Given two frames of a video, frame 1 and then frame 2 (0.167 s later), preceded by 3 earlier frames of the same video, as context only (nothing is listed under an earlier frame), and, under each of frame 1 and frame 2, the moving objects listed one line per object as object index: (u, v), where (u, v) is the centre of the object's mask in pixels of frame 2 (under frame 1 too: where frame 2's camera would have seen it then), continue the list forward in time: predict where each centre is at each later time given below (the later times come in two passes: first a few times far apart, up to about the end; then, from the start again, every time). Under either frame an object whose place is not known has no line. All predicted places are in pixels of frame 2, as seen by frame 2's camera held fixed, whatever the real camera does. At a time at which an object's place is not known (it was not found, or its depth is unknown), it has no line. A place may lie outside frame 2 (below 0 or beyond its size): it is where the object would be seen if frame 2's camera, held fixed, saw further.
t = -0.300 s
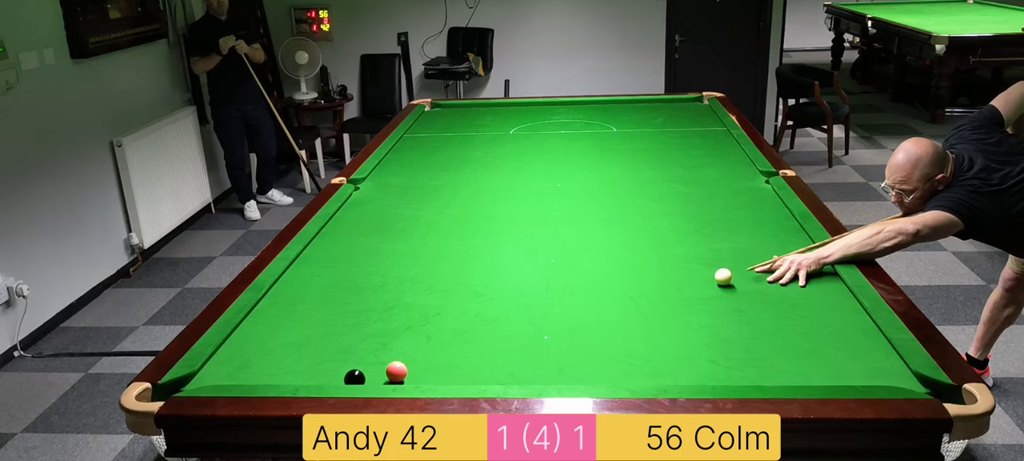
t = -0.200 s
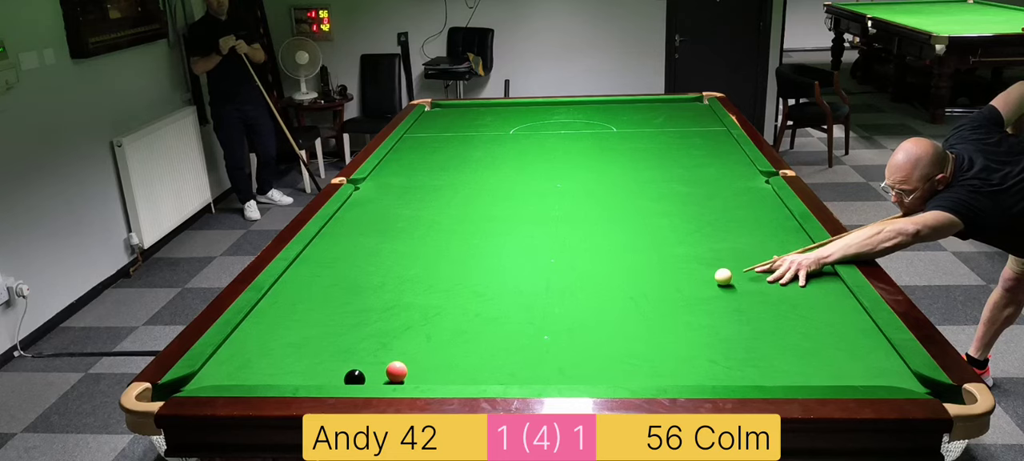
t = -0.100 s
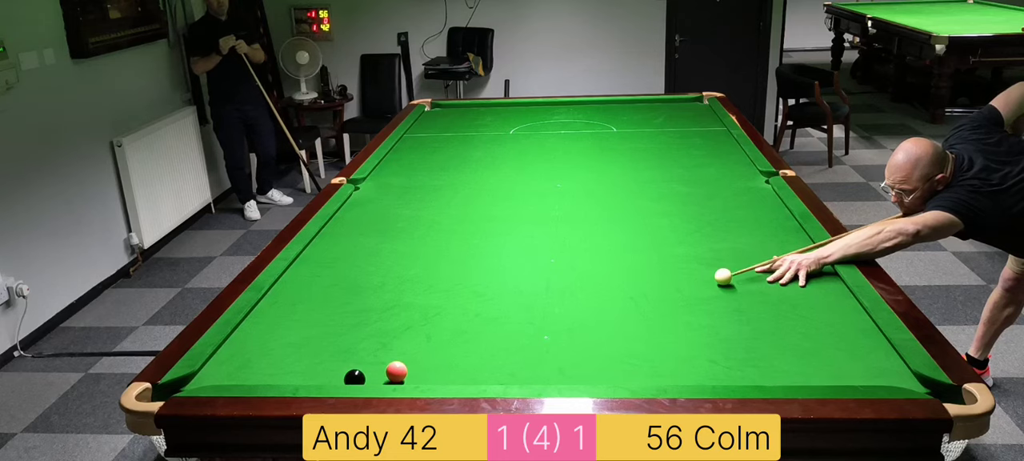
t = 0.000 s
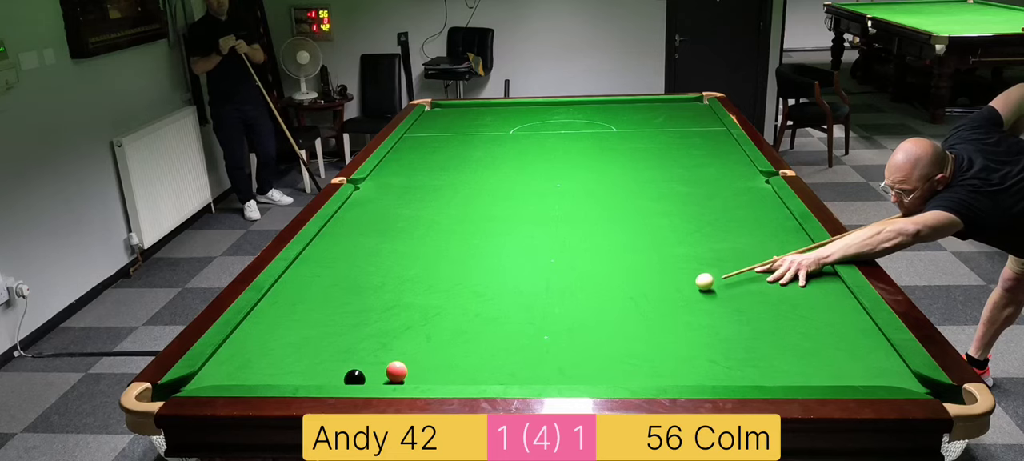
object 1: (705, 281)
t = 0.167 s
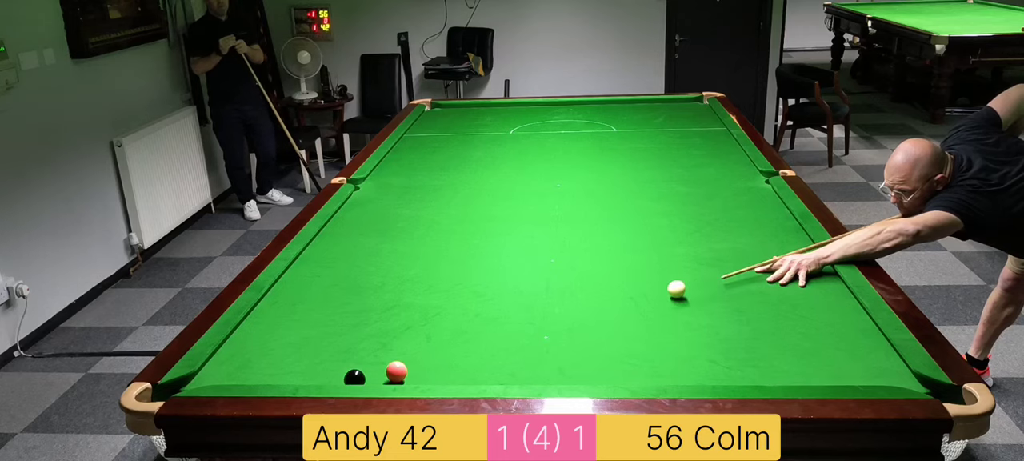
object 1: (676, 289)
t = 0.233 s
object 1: (666, 291)
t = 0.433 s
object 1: (635, 300)
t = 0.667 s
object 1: (598, 310)
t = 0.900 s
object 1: (561, 319)
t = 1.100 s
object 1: (529, 328)
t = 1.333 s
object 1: (492, 337)
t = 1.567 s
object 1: (456, 347)
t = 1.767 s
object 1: (424, 355)
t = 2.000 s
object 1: (388, 360)
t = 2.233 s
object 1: (356, 364)
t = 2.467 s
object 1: (324, 370)
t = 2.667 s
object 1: (299, 373)
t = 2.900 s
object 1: (271, 375)
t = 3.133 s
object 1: (244, 377)
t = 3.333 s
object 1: (223, 379)
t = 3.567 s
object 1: (200, 381)
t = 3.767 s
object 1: (177, 392)
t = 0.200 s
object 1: (671, 290)
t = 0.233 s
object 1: (666, 291)
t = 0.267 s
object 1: (661, 293)
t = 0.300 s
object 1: (656, 294)
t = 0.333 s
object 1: (650, 296)
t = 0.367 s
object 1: (645, 297)
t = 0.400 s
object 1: (640, 298)
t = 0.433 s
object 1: (635, 300)
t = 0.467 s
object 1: (630, 301)
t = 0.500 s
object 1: (624, 302)
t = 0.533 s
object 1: (619, 304)
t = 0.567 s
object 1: (614, 305)
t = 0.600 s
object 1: (609, 307)
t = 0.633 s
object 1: (603, 308)
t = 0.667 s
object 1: (598, 310)
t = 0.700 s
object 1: (593, 311)
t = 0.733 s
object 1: (587, 312)
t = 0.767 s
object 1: (582, 314)
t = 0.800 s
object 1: (577, 315)
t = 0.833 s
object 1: (572, 317)
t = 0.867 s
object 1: (566, 318)
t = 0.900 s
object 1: (561, 319)
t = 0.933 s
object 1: (556, 321)
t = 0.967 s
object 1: (550, 322)
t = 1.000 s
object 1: (545, 323)
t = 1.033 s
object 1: (540, 325)
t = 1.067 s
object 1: (534, 326)
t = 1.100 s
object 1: (529, 328)
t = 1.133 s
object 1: (524, 329)
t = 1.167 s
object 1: (519, 330)
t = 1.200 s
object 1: (514, 331)
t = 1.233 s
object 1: (508, 333)
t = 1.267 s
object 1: (503, 335)
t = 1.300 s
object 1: (498, 336)
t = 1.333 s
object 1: (492, 337)
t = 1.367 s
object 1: (487, 338)
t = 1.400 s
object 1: (482, 340)
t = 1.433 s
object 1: (477, 341)
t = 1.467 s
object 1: (471, 342)
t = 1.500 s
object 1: (466, 344)
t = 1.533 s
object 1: (461, 345)
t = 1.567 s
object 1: (456, 347)
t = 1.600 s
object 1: (451, 348)
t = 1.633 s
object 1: (445, 349)
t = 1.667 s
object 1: (440, 351)
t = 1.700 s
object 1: (435, 352)
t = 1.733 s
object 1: (430, 354)
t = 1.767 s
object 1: (424, 355)
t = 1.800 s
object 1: (419, 356)
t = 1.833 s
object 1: (414, 357)
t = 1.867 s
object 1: (410, 358)
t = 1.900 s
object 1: (405, 358)
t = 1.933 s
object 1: (400, 357)
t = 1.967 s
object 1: (394, 358)
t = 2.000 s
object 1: (388, 360)
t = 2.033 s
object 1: (383, 362)
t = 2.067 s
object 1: (379, 363)
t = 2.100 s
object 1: (375, 364)
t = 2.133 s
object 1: (370, 364)
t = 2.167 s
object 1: (366, 364)
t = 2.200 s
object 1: (361, 364)
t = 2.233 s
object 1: (356, 364)
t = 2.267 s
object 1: (351, 364)
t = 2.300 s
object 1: (346, 366)
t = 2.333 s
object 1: (341, 367)
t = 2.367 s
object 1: (337, 368)
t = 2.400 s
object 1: (333, 369)
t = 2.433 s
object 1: (329, 369)
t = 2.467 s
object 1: (324, 370)
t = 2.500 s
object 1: (320, 370)
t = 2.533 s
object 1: (316, 371)
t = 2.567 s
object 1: (311, 371)
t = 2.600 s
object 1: (307, 372)
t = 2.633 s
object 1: (303, 373)
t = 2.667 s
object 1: (299, 373)
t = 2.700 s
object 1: (295, 373)
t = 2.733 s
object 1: (291, 374)
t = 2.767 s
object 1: (287, 374)
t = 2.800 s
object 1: (283, 374)
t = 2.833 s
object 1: (278, 375)
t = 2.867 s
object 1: (275, 375)
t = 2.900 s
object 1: (271, 375)
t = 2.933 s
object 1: (267, 375)
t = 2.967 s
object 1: (263, 376)
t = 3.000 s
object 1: (259, 376)
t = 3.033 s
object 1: (255, 376)
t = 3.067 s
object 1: (252, 376)
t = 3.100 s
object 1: (248, 377)
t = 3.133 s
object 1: (244, 377)
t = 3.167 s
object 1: (241, 377)
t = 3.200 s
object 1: (237, 378)
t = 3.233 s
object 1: (234, 378)
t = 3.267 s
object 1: (230, 378)
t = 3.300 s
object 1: (227, 378)
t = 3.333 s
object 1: (223, 379)
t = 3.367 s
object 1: (220, 379)
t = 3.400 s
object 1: (216, 379)
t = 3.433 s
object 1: (213, 380)
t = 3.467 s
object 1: (210, 380)
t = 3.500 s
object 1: (206, 380)
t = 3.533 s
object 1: (203, 381)
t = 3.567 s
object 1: (200, 381)
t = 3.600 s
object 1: (197, 382)
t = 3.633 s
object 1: (193, 382)
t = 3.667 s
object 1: (190, 383)
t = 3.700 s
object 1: (186, 385)
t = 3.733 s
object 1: (182, 387)
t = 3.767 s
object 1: (177, 392)
